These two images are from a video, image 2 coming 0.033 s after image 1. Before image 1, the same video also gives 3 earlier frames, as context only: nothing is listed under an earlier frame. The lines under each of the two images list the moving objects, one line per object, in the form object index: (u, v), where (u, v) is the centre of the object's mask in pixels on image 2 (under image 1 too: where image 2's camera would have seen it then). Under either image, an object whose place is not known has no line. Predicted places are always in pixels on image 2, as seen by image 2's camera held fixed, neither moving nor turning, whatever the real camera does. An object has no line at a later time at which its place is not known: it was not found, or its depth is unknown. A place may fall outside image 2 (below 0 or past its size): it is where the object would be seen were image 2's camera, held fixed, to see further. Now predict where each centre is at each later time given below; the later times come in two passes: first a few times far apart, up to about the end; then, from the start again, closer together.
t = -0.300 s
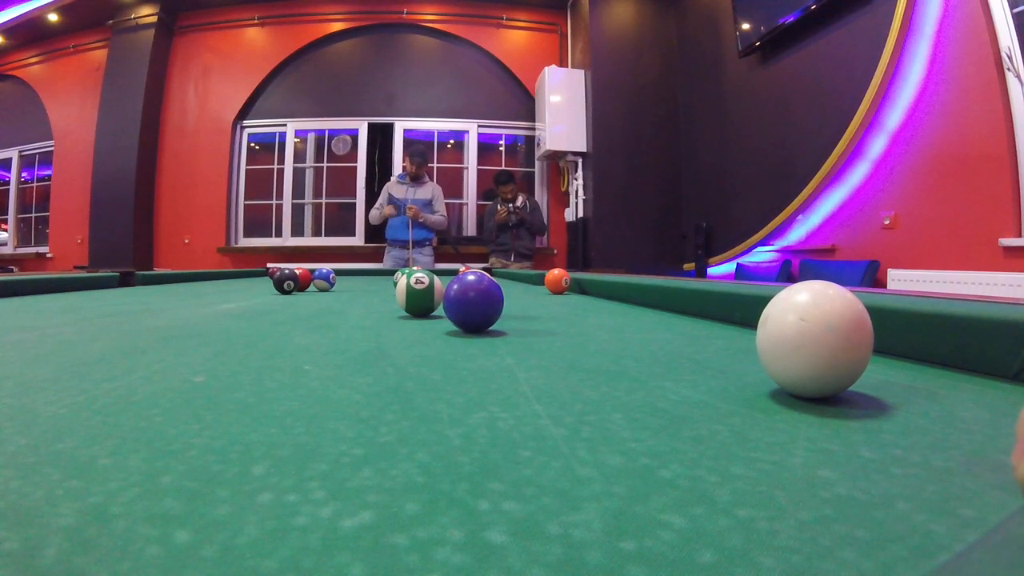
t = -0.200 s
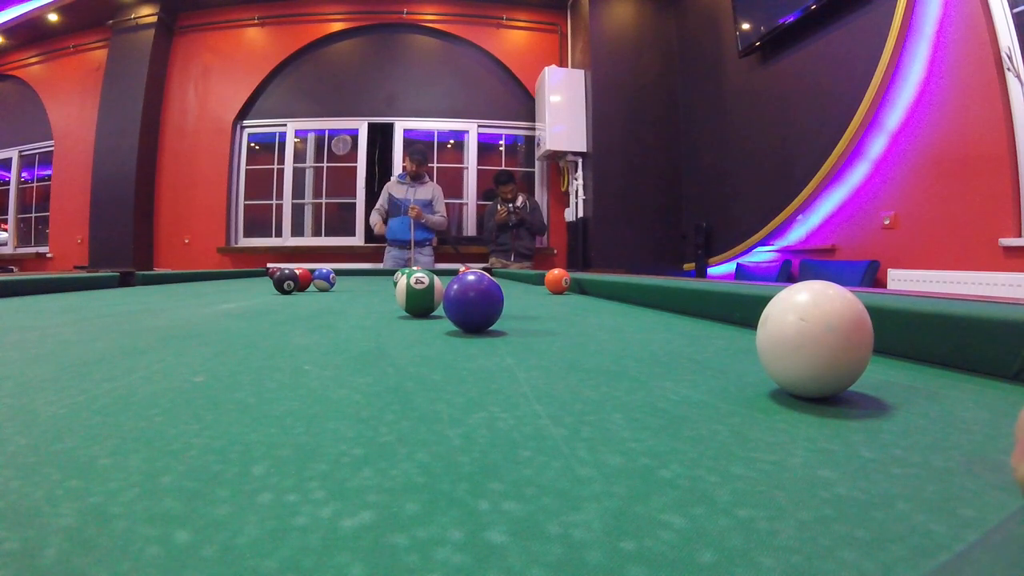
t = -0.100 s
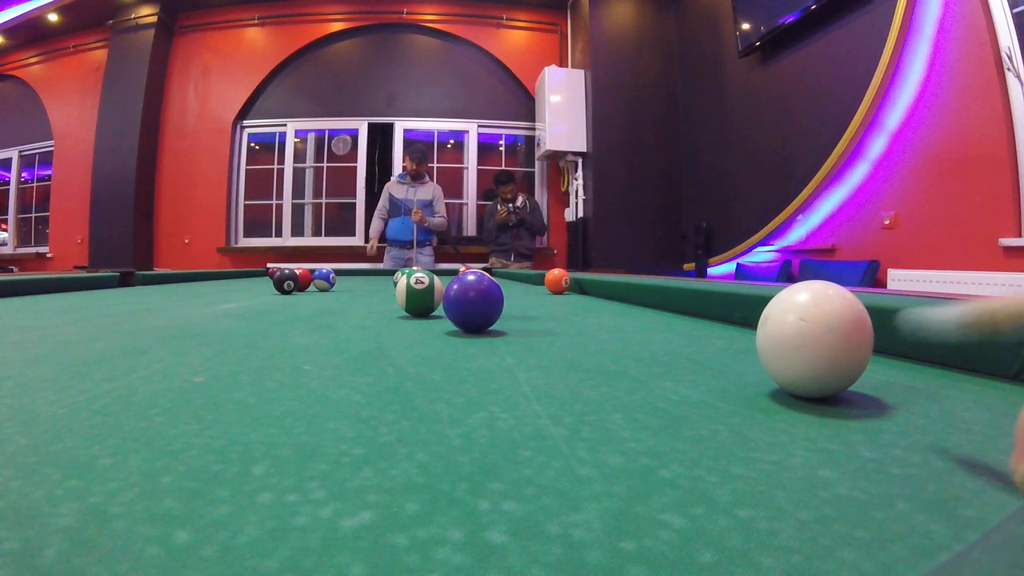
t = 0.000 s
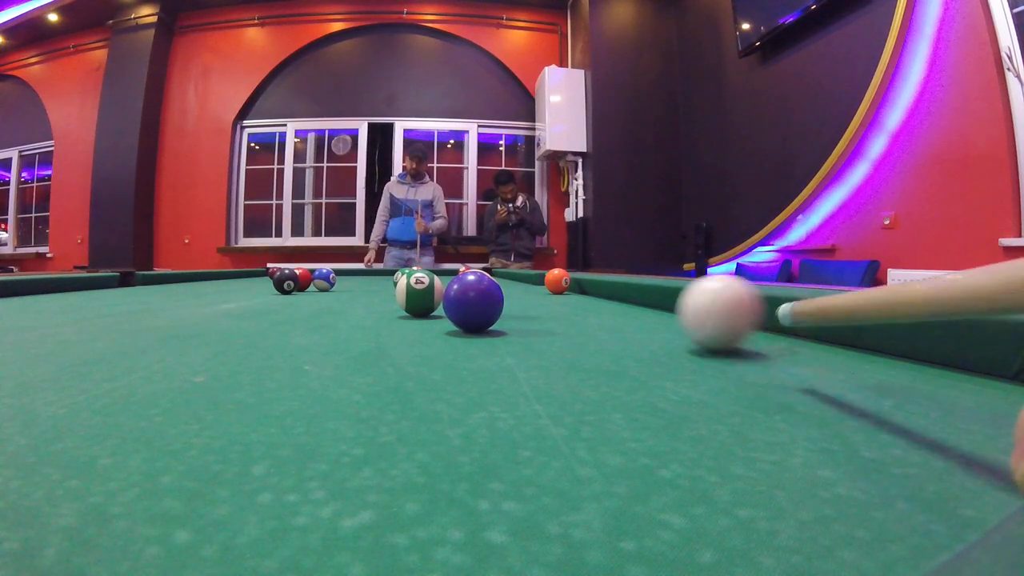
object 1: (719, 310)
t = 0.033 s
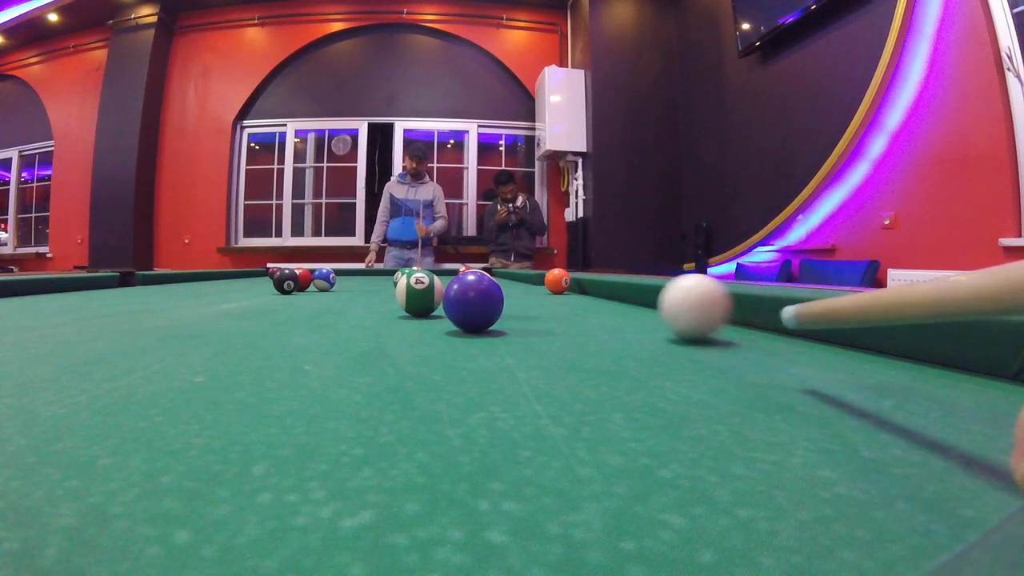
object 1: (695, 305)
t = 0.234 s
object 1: (622, 288)
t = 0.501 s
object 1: (549, 282)
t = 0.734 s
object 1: (504, 278)
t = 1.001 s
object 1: (454, 273)
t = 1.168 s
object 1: (438, 274)
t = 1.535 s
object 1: (390, 275)
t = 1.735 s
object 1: (373, 276)
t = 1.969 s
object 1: (354, 275)
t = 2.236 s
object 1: (338, 274)
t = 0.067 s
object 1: (676, 301)
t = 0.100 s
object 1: (661, 298)
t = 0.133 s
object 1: (649, 295)
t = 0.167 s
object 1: (638, 292)
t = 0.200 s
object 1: (630, 290)
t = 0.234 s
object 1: (622, 288)
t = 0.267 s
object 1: (614, 287)
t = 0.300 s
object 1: (601, 285)
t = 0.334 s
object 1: (591, 284)
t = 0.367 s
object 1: (581, 283)
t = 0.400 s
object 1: (572, 283)
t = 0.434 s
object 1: (564, 282)
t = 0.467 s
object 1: (556, 281)
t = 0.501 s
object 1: (549, 282)
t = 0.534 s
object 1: (541, 281)
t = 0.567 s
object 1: (534, 281)
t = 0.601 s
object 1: (527, 280)
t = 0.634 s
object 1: (521, 280)
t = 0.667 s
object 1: (514, 280)
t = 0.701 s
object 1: (509, 279)
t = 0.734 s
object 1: (504, 278)
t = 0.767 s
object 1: (500, 276)
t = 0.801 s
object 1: (494, 274)
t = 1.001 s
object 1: (454, 273)
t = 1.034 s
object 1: (450, 273)
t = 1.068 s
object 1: (447, 275)
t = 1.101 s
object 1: (444, 275)
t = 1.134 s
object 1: (442, 275)
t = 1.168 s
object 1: (438, 274)
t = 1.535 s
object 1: (390, 275)
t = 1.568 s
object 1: (387, 276)
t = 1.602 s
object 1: (385, 276)
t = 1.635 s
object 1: (382, 276)
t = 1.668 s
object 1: (380, 276)
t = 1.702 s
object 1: (376, 276)
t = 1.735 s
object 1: (373, 276)
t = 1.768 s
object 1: (370, 276)
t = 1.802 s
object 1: (368, 276)
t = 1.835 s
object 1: (365, 276)
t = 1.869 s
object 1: (362, 276)
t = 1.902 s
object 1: (359, 276)
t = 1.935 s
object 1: (357, 275)
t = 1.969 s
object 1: (354, 275)
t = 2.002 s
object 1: (352, 275)
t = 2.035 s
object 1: (349, 275)
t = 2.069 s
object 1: (347, 275)
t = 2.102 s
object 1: (345, 275)
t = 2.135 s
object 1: (343, 275)
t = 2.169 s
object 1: (341, 274)
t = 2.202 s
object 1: (339, 274)
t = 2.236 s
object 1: (338, 274)
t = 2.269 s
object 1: (337, 273)
